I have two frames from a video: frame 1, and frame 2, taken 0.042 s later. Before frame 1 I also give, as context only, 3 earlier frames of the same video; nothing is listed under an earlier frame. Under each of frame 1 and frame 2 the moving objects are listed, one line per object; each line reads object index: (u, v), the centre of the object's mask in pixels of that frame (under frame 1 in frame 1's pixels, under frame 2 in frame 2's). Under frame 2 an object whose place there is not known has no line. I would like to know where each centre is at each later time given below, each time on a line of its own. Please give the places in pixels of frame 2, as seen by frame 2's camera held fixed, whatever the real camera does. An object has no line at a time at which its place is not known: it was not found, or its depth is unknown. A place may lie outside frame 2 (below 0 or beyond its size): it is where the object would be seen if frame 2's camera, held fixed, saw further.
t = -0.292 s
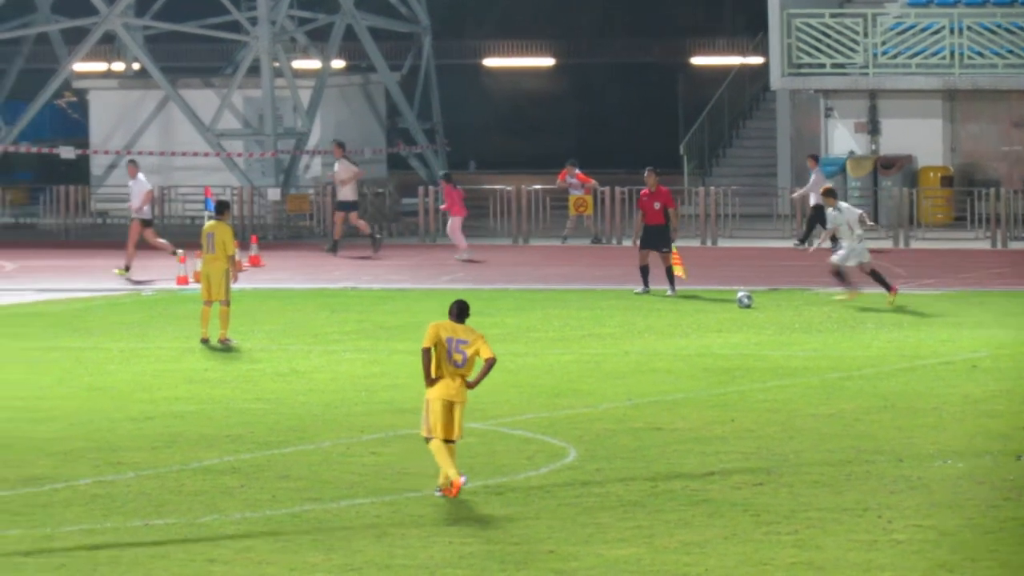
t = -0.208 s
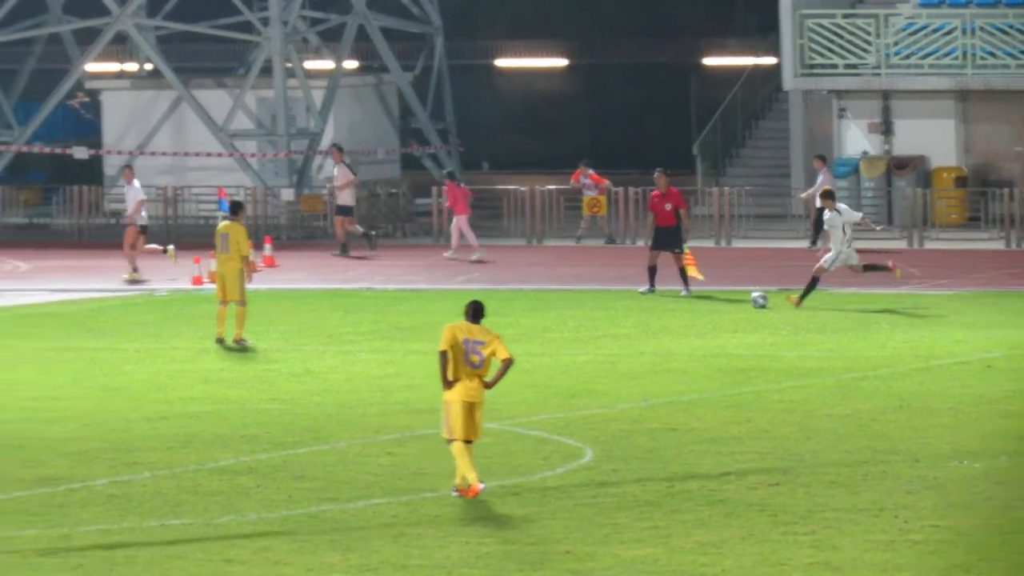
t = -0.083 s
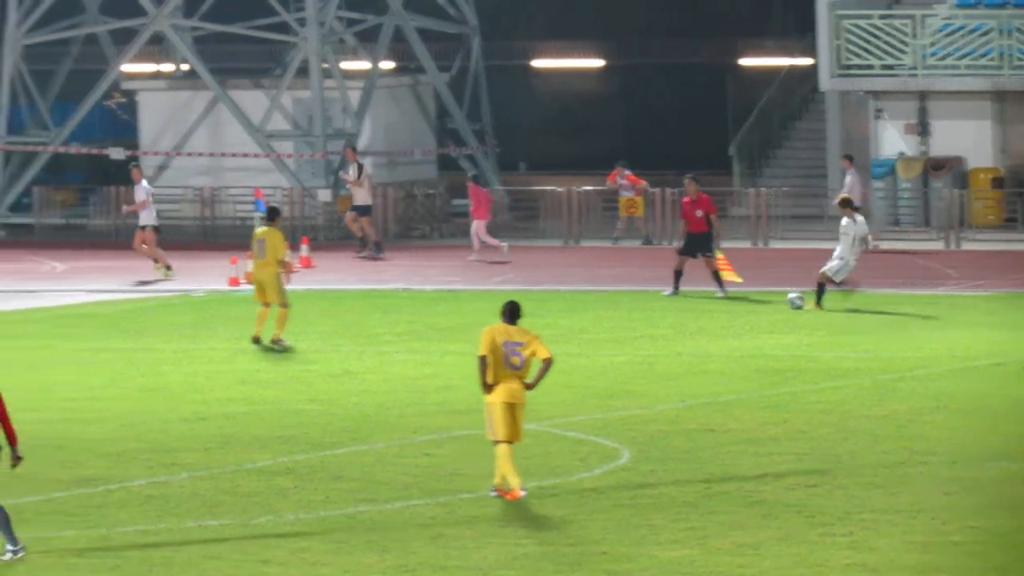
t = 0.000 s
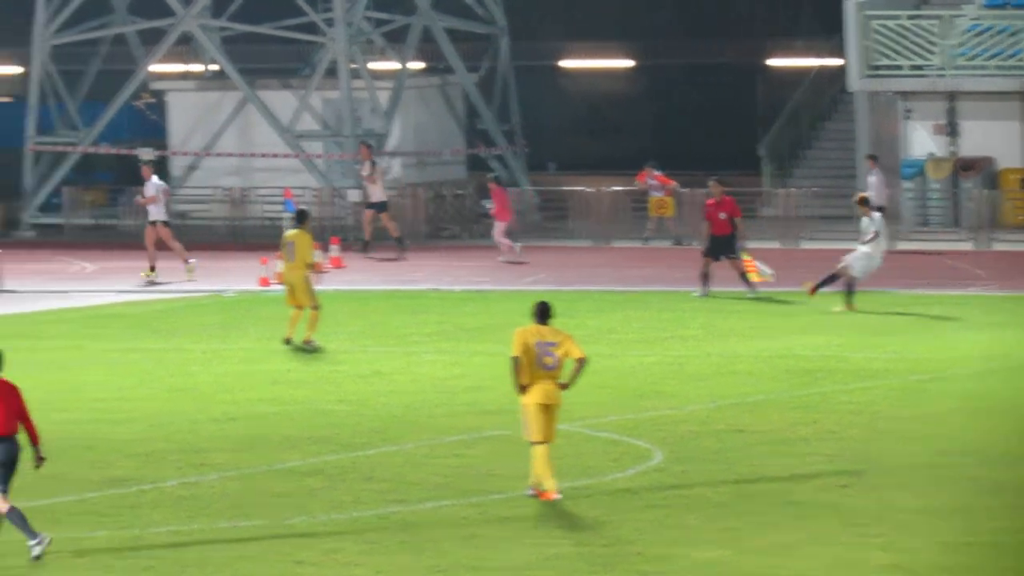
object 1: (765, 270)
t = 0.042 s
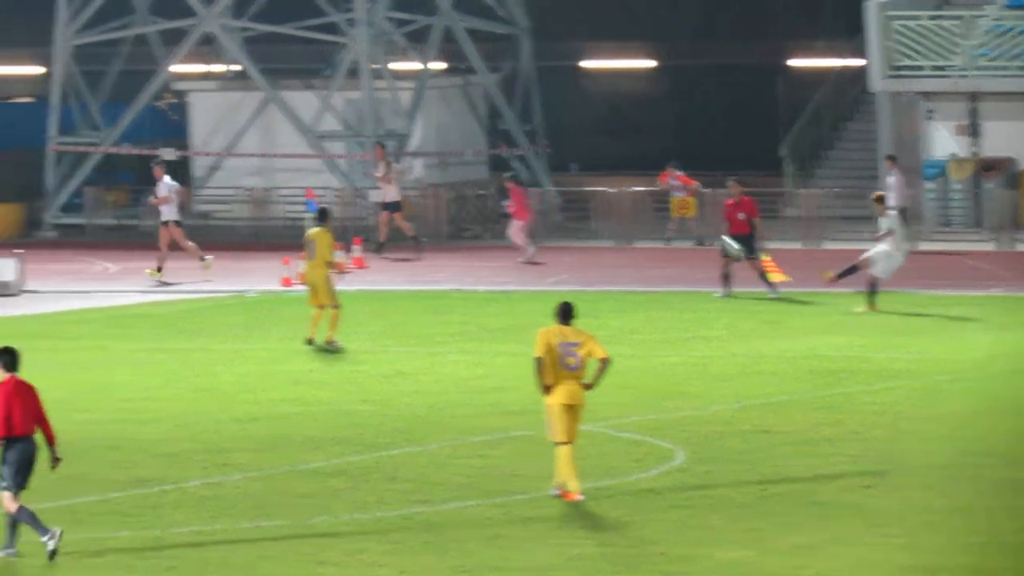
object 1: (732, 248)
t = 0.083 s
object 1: (679, 221)
